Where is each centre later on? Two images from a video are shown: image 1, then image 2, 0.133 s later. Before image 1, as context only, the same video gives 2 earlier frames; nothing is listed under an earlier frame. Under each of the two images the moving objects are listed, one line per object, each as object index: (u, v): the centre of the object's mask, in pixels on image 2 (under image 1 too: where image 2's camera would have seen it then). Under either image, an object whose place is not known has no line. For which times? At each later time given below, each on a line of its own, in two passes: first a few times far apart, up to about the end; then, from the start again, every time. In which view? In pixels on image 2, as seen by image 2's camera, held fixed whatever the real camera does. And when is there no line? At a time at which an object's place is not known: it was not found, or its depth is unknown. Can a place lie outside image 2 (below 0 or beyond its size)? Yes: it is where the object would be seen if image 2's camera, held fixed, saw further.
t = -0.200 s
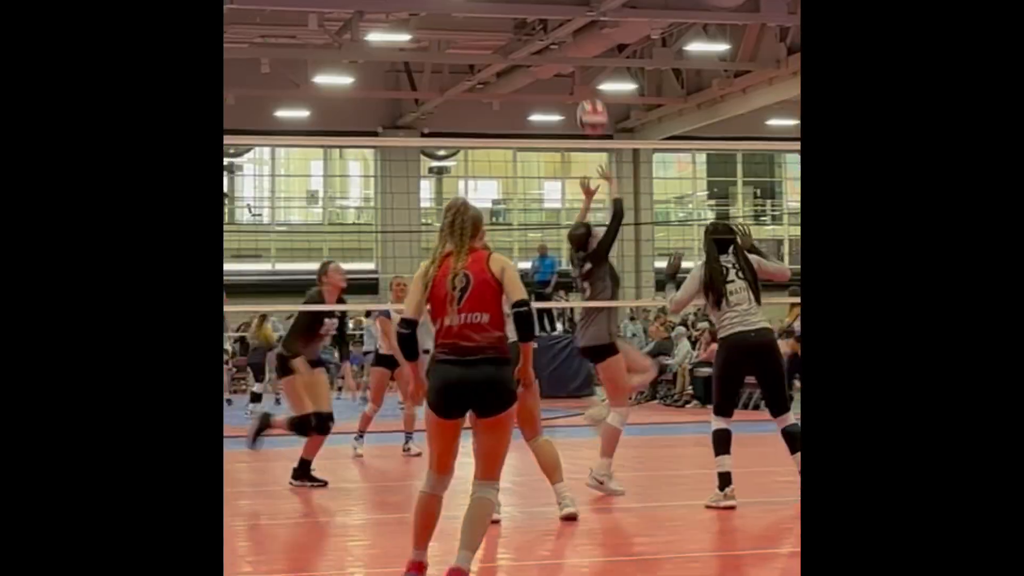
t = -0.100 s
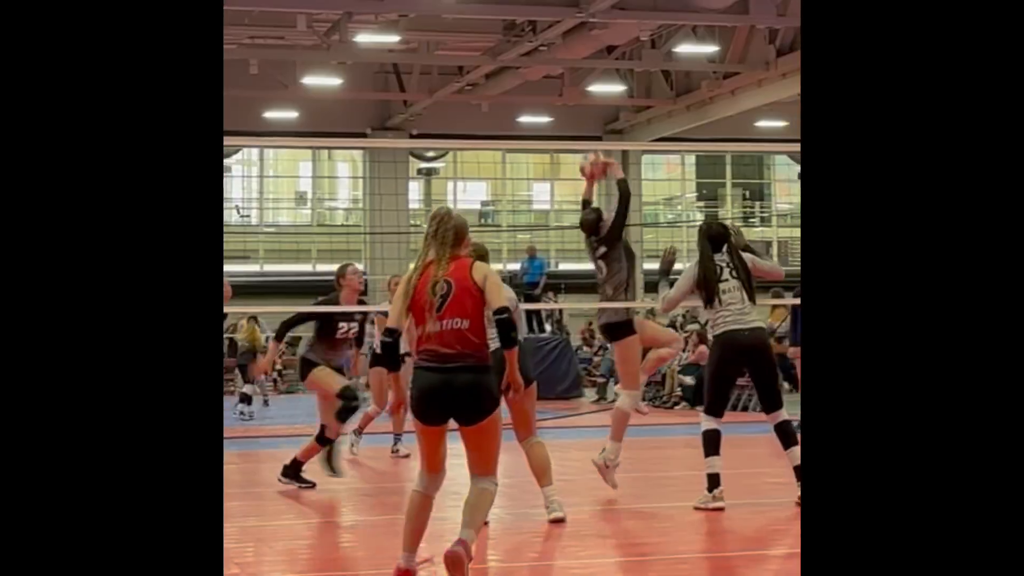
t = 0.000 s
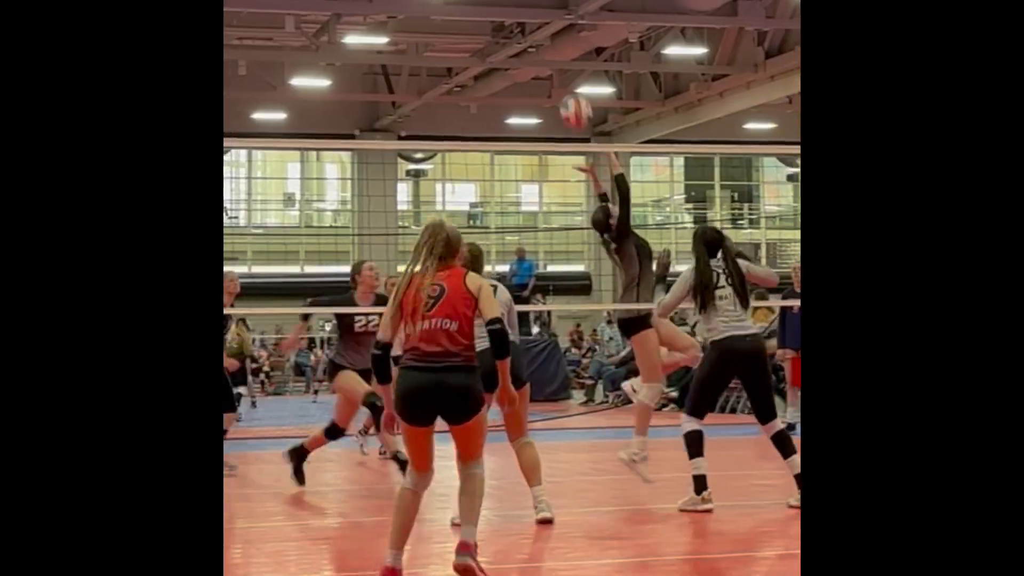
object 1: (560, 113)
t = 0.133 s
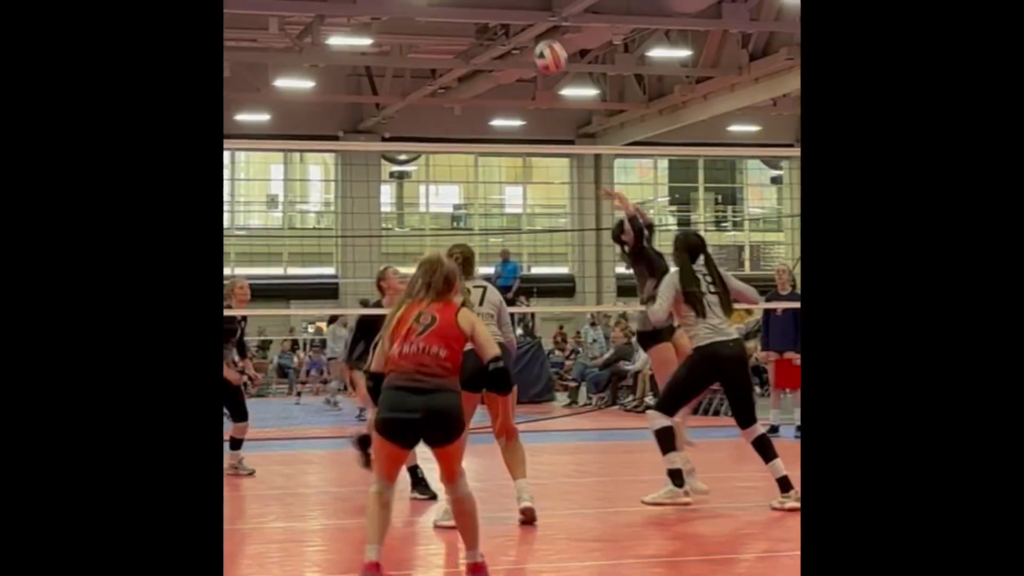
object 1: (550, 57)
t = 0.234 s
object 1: (544, 31)
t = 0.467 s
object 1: (529, 28)
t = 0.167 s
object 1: (548, 46)
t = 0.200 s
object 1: (546, 38)
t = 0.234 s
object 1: (544, 31)
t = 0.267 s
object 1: (542, 26)
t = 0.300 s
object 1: (539, 22)
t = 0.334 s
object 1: (537, 20)
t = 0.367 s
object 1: (536, 20)
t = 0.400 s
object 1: (533, 21)
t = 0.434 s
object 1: (531, 24)
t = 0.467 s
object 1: (529, 28)
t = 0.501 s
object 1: (526, 34)
